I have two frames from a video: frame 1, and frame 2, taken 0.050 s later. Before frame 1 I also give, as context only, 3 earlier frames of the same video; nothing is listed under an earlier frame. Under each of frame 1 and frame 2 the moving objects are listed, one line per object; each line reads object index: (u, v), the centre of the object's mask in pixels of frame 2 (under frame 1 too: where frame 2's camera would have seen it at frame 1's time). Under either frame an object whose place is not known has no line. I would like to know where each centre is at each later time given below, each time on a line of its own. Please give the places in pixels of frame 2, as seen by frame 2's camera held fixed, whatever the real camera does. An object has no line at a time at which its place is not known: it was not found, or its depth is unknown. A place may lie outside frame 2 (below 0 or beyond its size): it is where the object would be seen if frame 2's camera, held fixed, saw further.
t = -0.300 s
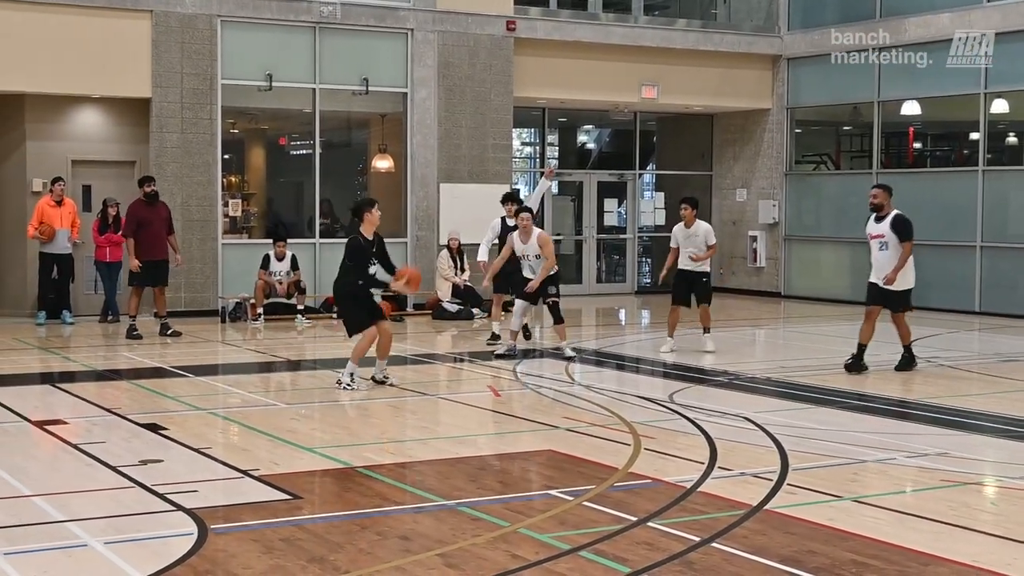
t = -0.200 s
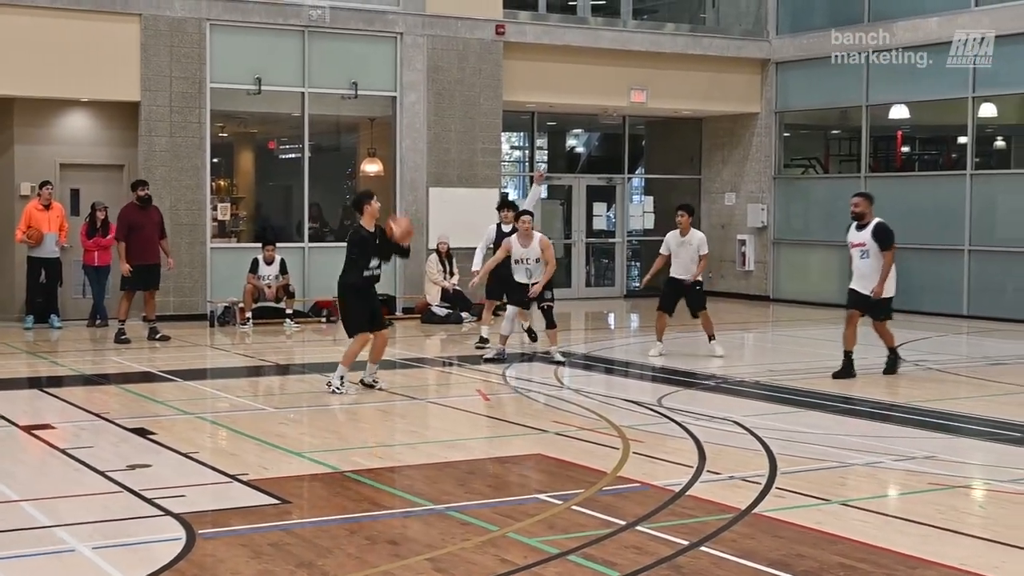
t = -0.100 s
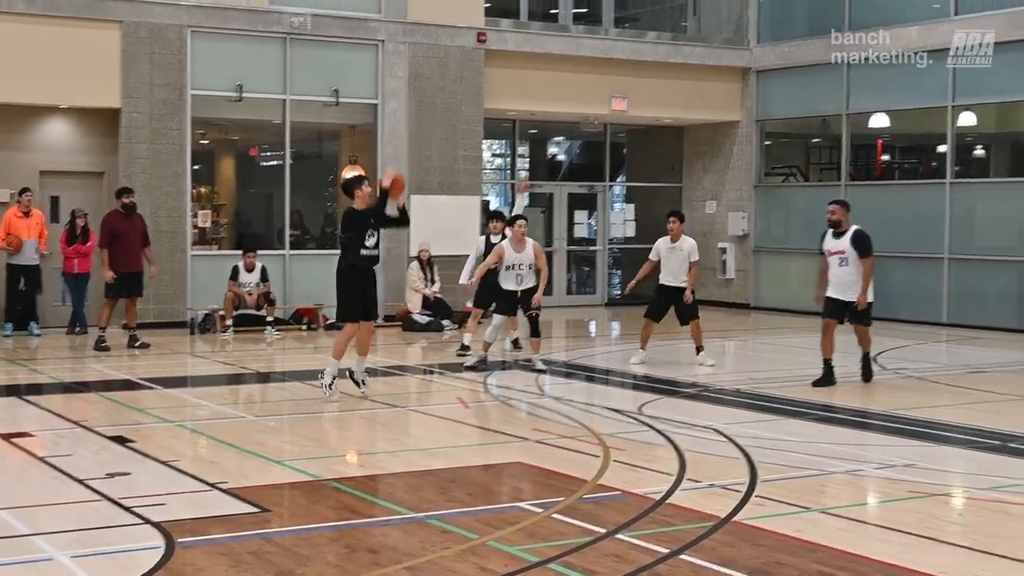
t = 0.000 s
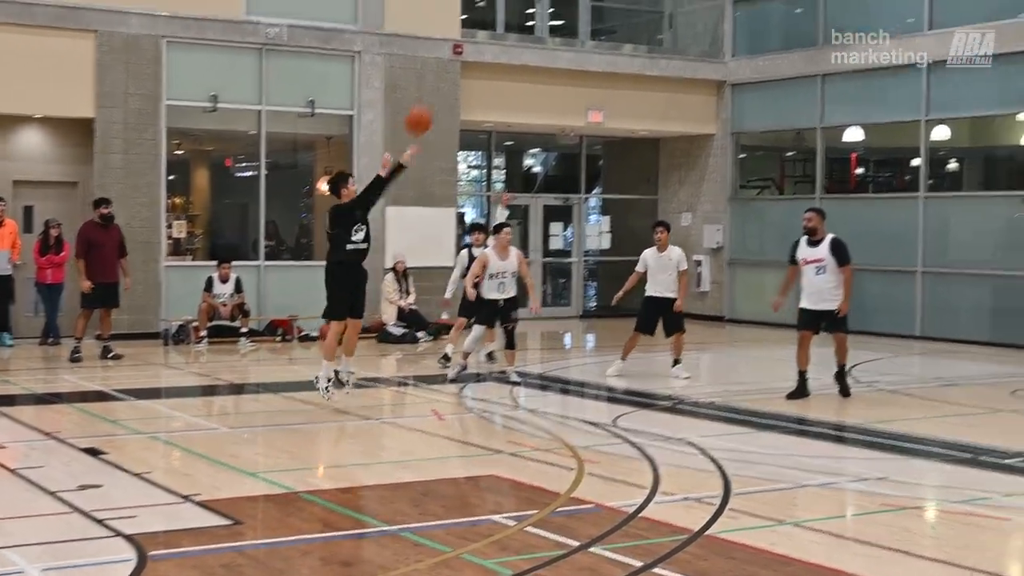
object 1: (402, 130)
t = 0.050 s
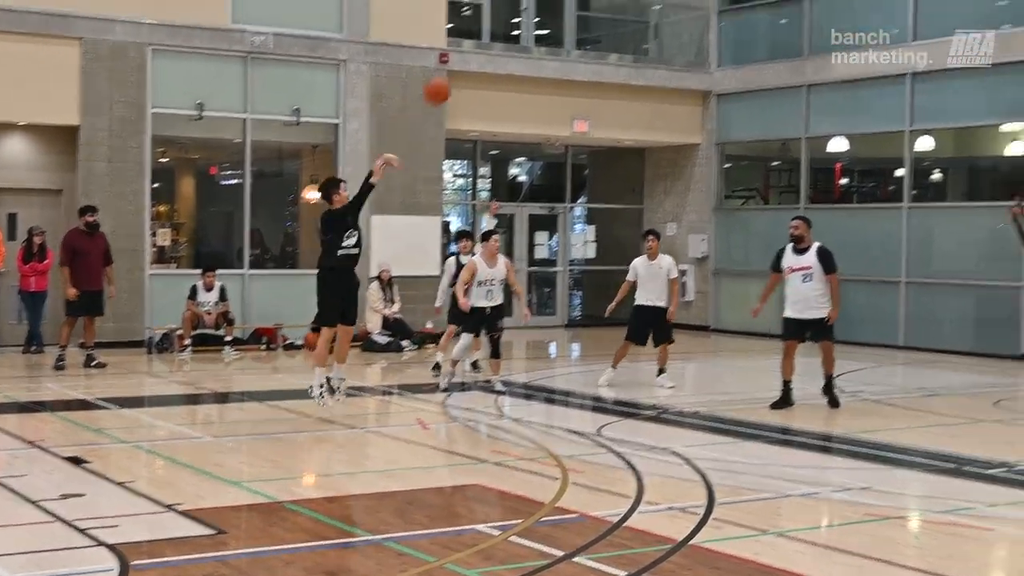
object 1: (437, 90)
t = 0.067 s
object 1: (448, 80)
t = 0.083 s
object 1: (458, 67)
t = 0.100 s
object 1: (469, 56)
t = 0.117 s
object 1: (480, 45)
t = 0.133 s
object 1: (489, 35)
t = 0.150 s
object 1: (499, 25)
